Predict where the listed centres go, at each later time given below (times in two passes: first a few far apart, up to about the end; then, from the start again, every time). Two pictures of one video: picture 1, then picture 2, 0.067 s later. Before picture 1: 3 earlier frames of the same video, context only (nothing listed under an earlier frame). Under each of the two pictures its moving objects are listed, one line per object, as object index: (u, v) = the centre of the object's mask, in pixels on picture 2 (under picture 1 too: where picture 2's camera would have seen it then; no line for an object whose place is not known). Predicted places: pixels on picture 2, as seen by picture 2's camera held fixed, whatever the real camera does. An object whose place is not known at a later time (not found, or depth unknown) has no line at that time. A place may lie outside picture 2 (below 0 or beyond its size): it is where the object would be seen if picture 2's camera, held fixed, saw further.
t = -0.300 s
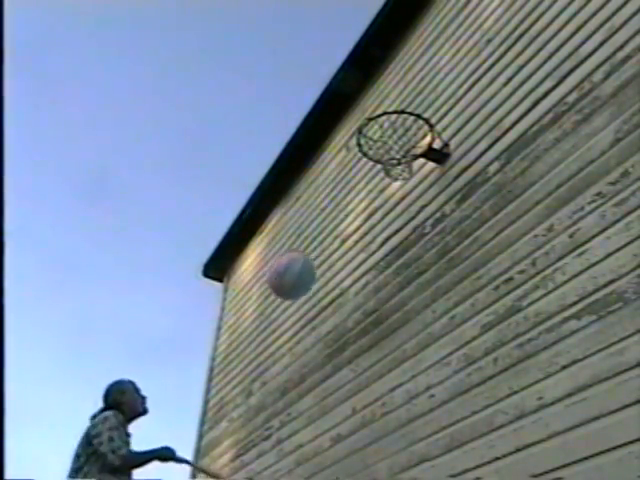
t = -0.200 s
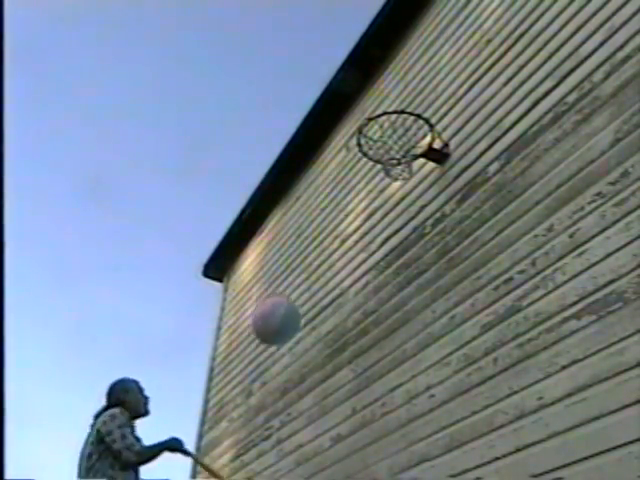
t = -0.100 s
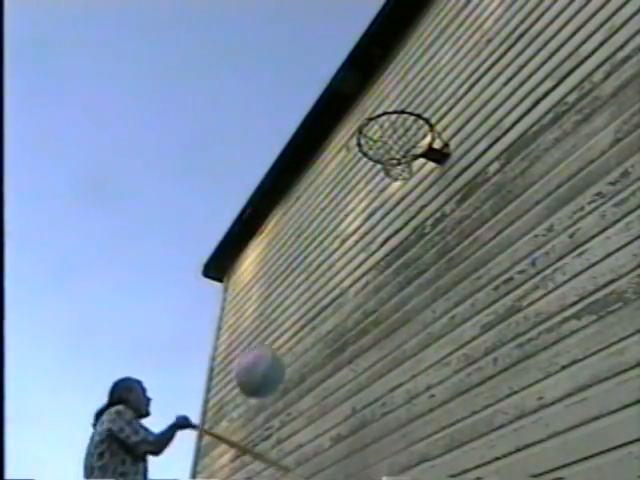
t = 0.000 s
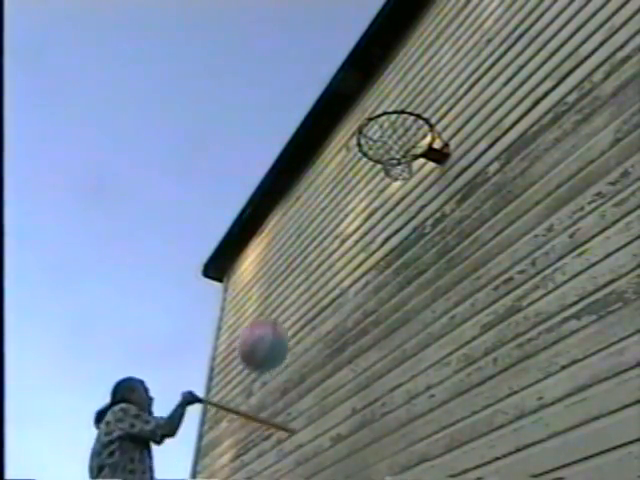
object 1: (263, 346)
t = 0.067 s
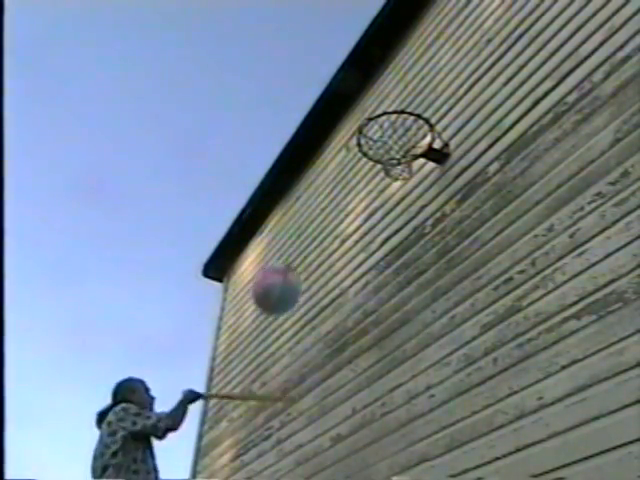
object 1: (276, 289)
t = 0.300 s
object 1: (318, 138)
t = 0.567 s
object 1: (364, 47)
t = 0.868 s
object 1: (408, 26)
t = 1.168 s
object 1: (453, 102)
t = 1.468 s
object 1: (489, 375)
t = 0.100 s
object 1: (282, 262)
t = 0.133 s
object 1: (288, 237)
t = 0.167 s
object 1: (294, 214)
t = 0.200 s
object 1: (301, 192)
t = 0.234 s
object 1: (306, 173)
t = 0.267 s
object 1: (312, 154)
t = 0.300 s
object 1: (318, 138)
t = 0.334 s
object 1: (325, 122)
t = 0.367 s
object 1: (330, 107)
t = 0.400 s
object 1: (336, 94)
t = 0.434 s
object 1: (342, 83)
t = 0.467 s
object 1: (348, 73)
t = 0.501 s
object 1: (353, 63)
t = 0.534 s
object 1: (359, 55)
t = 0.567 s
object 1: (364, 47)
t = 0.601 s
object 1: (369, 41)
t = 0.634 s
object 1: (374, 36)
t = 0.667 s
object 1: (380, 30)
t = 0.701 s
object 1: (385, 28)
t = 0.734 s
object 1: (390, 26)
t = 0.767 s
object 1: (394, 25)
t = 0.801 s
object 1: (399, 25)
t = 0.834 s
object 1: (403, 24)
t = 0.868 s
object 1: (408, 26)
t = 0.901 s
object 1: (413, 28)
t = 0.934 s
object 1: (418, 30)
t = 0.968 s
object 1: (423, 35)
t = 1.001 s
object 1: (428, 42)
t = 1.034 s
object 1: (433, 50)
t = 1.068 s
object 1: (438, 60)
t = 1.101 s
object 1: (443, 72)
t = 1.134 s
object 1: (450, 86)
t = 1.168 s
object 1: (453, 102)
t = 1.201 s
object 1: (458, 120)
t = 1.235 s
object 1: (463, 141)
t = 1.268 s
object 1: (465, 163)
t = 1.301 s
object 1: (471, 190)
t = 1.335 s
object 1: (474, 219)
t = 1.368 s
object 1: (478, 251)
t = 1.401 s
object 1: (482, 287)
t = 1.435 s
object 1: (486, 329)
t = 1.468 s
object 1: (489, 375)
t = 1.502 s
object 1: (491, 424)
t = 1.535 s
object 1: (494, 453)
